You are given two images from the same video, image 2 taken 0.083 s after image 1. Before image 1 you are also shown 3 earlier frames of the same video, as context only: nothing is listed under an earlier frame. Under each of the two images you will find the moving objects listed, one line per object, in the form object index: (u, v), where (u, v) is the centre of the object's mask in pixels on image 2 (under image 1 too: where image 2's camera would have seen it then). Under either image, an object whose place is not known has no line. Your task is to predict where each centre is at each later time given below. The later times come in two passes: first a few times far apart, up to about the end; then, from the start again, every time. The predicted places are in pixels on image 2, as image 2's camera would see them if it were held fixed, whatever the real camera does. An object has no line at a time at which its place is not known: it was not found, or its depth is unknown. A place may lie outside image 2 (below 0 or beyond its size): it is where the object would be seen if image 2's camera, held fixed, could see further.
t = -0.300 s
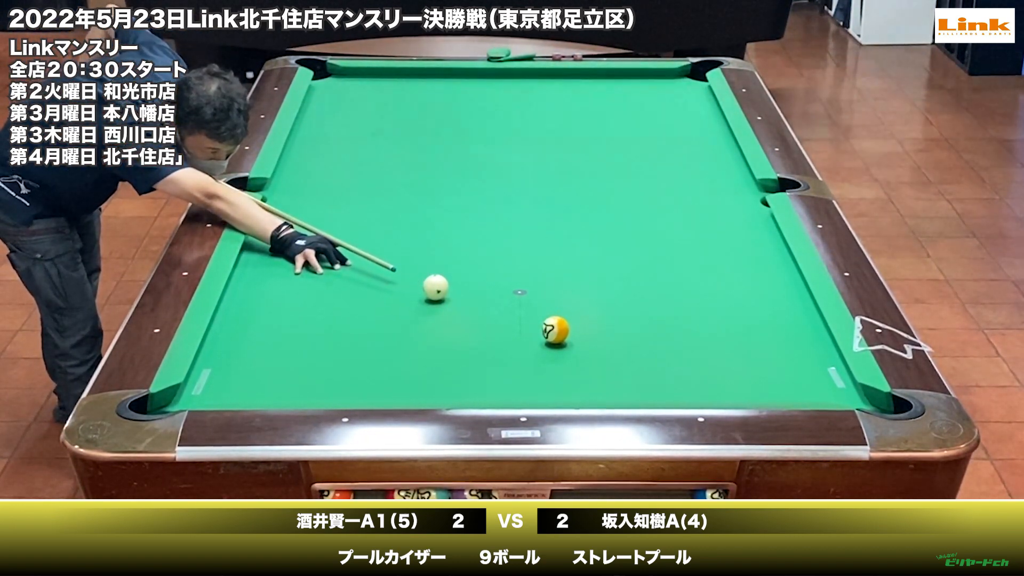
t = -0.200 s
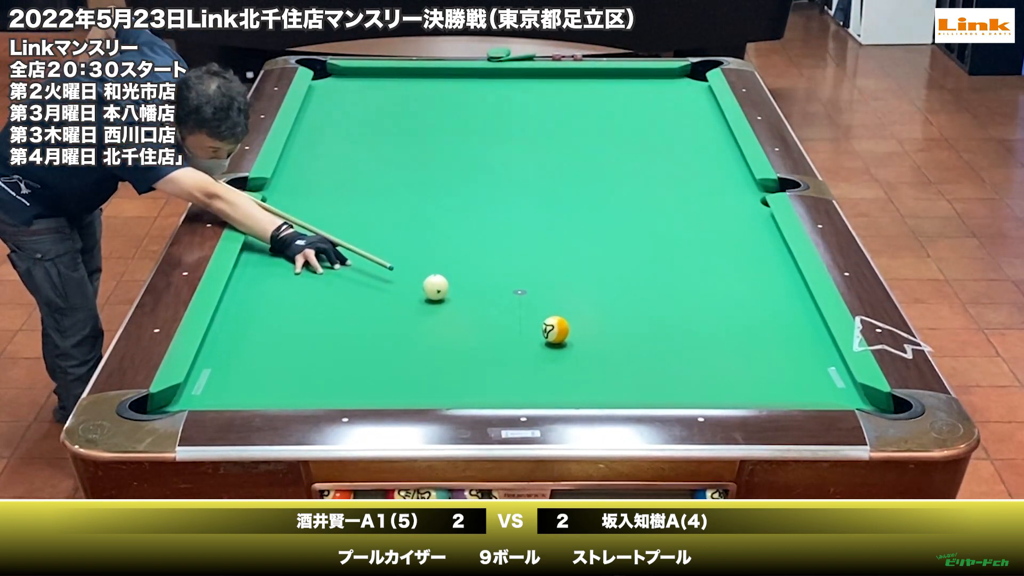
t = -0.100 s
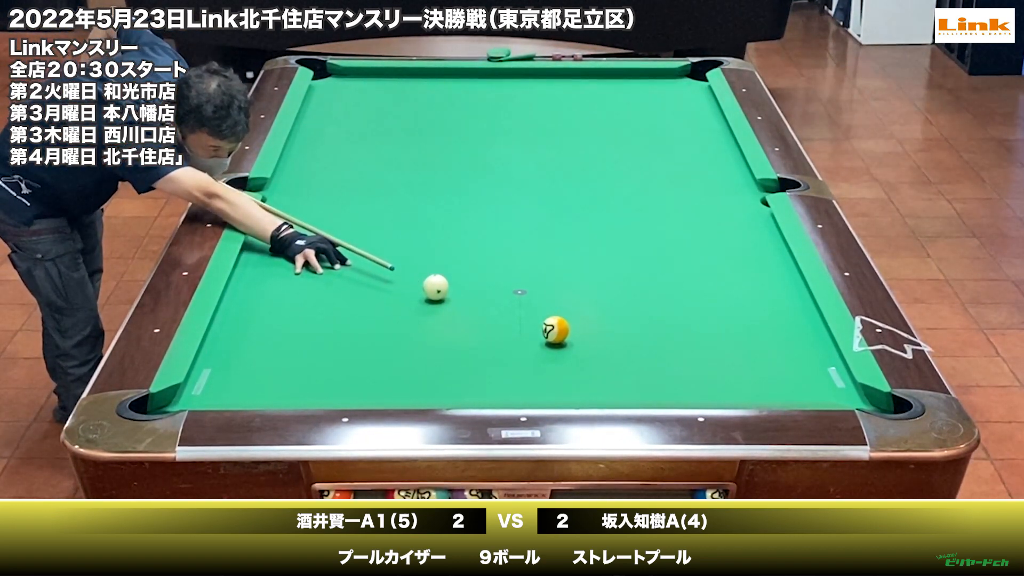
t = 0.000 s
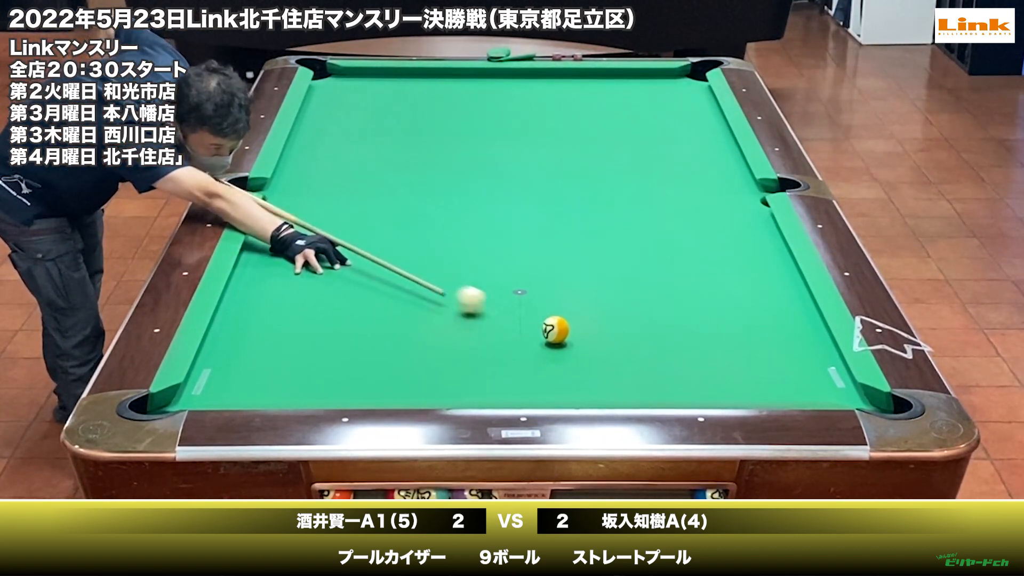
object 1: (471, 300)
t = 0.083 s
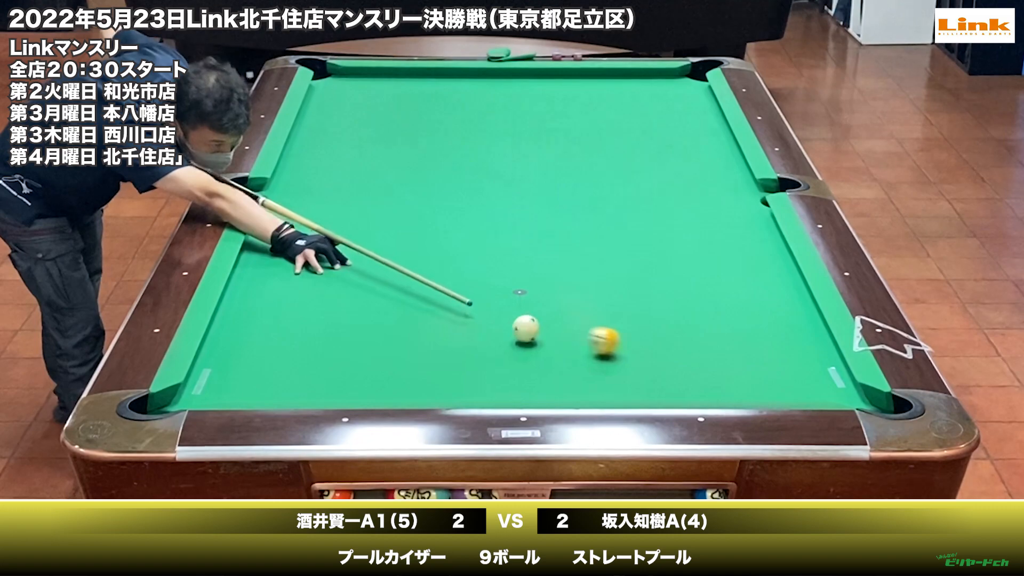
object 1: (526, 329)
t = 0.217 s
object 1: (511, 345)
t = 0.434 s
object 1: (486, 370)
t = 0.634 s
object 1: (464, 390)
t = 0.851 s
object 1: (430, 385)
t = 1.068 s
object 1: (397, 369)
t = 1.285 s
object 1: (366, 355)
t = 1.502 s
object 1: (338, 341)
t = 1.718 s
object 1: (313, 329)
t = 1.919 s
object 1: (290, 318)
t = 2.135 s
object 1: (268, 307)
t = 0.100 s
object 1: (523, 331)
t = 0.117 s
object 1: (521, 333)
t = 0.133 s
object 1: (519, 335)
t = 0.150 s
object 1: (518, 337)
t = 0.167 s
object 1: (516, 339)
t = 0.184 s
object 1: (514, 341)
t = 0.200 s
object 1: (512, 343)
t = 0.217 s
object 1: (511, 345)
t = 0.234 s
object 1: (509, 347)
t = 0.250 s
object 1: (507, 349)
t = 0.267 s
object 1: (505, 351)
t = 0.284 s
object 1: (503, 353)
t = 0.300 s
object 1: (501, 355)
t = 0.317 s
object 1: (499, 356)
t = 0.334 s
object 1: (498, 358)
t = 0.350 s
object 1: (496, 360)
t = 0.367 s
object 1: (494, 362)
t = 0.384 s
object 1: (492, 364)
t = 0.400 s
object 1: (490, 366)
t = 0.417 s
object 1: (488, 368)
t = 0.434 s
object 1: (486, 370)
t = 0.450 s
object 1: (484, 372)
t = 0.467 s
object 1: (483, 374)
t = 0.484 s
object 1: (481, 376)
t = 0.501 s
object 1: (479, 378)
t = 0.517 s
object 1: (477, 380)
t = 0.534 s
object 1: (475, 382)
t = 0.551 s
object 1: (473, 384)
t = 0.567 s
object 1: (472, 386)
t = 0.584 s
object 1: (470, 387)
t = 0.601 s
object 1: (468, 388)
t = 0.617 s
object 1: (466, 389)
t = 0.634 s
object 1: (464, 390)
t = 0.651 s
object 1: (462, 391)
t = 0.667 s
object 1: (460, 392)
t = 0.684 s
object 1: (457, 392)
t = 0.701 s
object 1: (454, 391)
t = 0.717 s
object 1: (451, 390)
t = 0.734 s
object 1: (448, 390)
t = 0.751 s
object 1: (446, 389)
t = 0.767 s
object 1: (443, 388)
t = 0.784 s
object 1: (440, 388)
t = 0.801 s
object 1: (437, 387)
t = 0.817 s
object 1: (435, 386)
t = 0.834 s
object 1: (432, 386)
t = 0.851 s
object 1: (430, 385)
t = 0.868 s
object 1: (427, 384)
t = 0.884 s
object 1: (424, 383)
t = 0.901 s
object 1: (422, 381)
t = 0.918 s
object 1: (419, 380)
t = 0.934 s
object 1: (417, 379)
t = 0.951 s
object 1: (414, 377)
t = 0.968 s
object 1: (412, 376)
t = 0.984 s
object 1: (409, 375)
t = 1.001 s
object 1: (406, 374)
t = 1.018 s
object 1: (404, 373)
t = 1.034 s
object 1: (402, 371)
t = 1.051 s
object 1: (399, 371)
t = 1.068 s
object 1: (397, 369)
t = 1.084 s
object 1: (394, 368)
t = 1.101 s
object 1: (392, 367)
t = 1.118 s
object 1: (389, 366)
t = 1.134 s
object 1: (387, 365)
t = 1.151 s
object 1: (385, 364)
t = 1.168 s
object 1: (382, 363)
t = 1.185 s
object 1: (380, 361)
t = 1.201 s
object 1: (378, 360)
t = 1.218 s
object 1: (375, 359)
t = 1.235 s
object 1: (373, 358)
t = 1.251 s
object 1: (371, 357)
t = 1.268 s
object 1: (369, 356)
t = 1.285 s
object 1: (366, 355)
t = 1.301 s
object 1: (364, 354)
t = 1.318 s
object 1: (362, 353)
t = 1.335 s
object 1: (360, 352)
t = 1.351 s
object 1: (358, 351)
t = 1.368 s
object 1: (355, 350)
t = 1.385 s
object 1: (353, 349)
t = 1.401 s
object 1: (351, 347)
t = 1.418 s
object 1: (349, 347)
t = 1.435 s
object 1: (346, 346)
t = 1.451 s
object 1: (345, 345)
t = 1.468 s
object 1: (342, 344)
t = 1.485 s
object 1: (341, 343)
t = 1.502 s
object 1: (338, 341)
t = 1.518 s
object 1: (336, 341)
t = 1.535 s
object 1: (334, 340)
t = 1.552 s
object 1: (332, 338)
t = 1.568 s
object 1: (330, 338)
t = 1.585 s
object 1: (328, 337)
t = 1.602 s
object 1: (326, 336)
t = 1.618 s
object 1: (324, 335)
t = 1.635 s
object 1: (322, 334)
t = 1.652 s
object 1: (320, 333)
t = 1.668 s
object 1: (318, 332)
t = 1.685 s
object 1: (316, 331)
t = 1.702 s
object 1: (314, 330)
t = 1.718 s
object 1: (313, 329)
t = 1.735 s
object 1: (310, 328)
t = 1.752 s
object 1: (309, 327)
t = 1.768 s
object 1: (307, 326)
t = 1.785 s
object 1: (305, 325)
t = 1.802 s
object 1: (303, 324)
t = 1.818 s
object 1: (301, 323)
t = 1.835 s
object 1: (299, 322)
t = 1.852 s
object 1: (297, 322)
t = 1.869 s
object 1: (296, 321)
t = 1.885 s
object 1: (294, 320)
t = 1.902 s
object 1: (292, 319)
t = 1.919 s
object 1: (290, 318)
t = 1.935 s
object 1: (288, 317)
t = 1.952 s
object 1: (286, 316)
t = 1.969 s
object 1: (284, 316)
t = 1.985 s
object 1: (283, 315)
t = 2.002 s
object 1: (281, 314)
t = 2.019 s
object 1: (279, 313)
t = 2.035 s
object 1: (277, 312)
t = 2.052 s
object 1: (276, 311)
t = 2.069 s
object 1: (274, 310)
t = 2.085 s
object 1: (272, 310)
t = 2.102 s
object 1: (271, 309)
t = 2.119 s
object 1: (269, 308)
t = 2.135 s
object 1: (268, 307)
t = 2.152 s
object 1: (266, 306)
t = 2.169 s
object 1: (264, 305)
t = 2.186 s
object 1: (262, 305)
